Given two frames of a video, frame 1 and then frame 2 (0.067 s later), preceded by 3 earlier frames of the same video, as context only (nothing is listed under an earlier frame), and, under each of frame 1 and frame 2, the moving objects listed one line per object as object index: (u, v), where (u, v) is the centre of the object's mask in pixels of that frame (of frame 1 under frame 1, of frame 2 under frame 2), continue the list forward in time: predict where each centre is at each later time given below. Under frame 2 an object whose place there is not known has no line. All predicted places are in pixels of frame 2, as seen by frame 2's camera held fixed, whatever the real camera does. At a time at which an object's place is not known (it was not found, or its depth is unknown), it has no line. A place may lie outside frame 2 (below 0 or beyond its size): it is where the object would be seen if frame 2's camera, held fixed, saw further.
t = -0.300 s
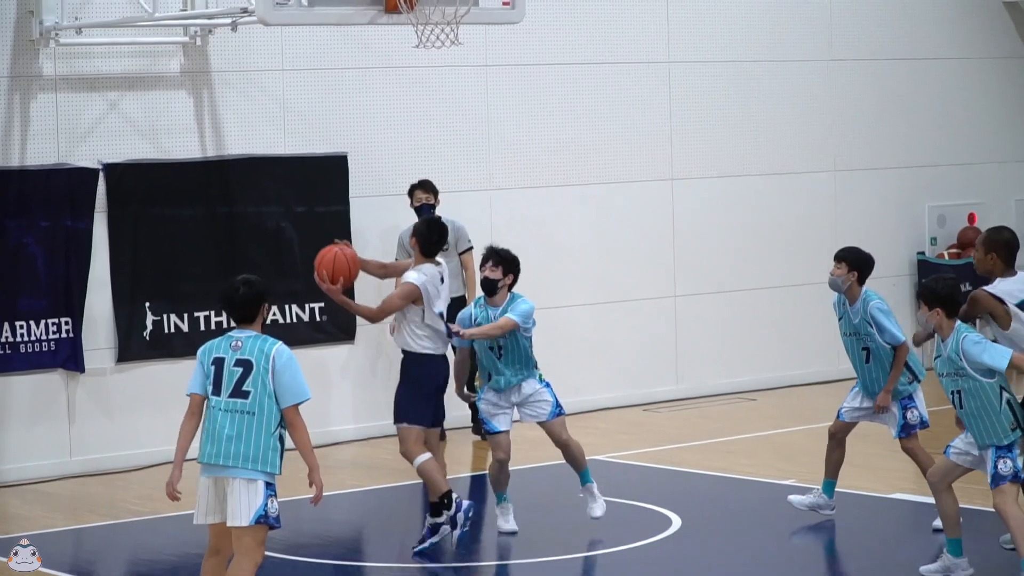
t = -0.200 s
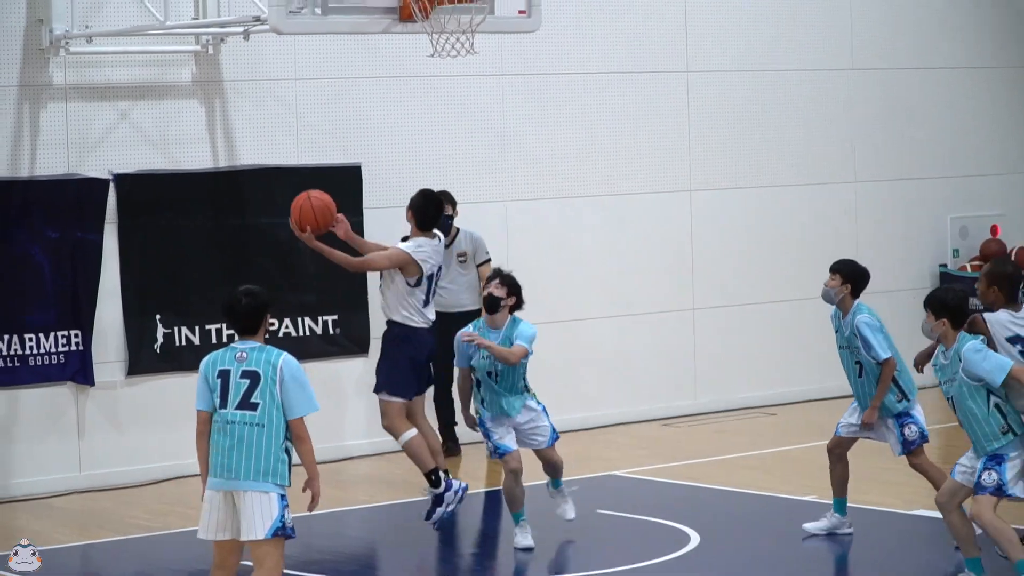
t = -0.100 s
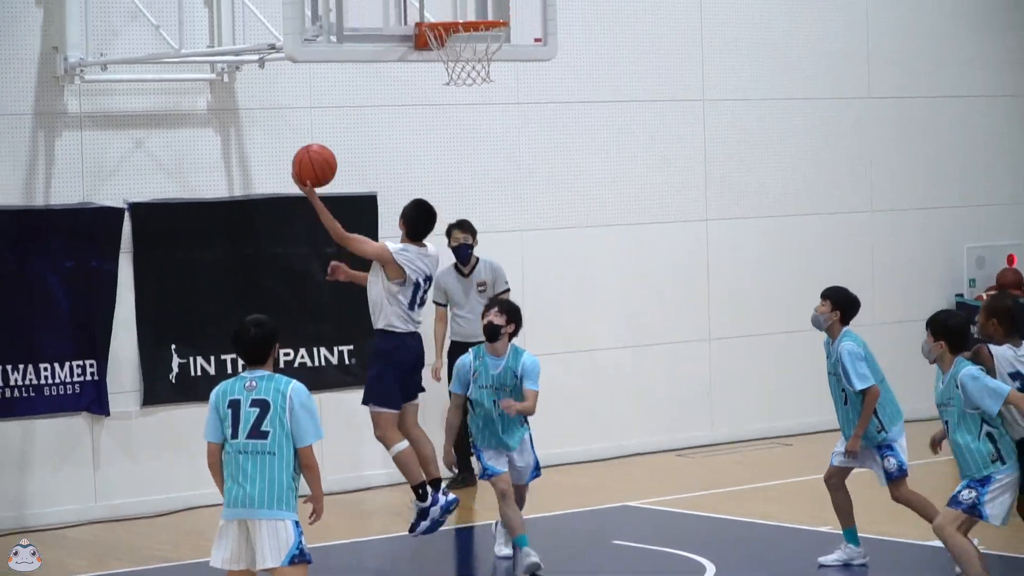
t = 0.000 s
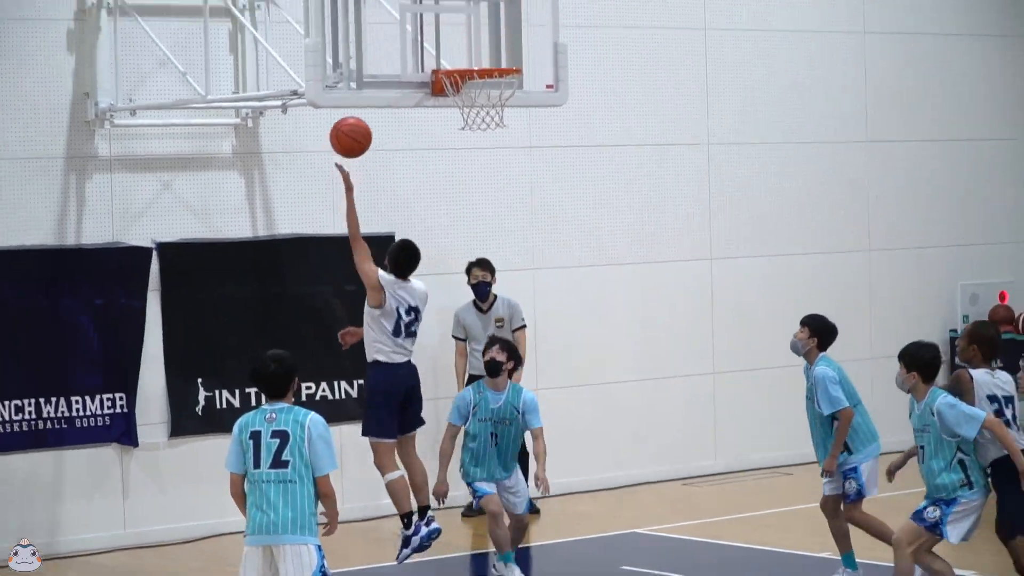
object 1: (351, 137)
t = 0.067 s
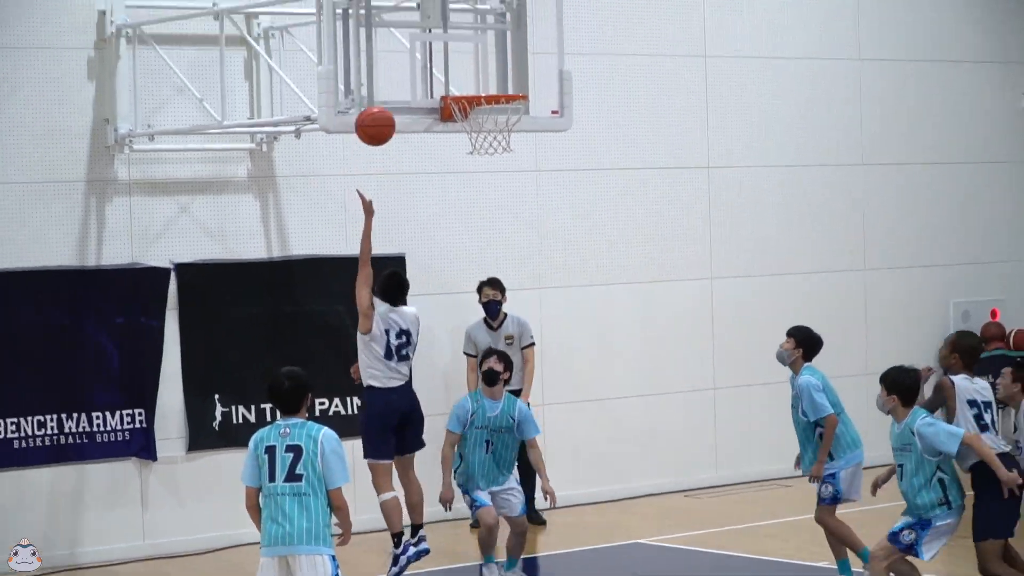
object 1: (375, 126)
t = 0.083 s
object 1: (378, 118)
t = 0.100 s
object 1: (380, 111)
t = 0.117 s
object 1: (383, 105)
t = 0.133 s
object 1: (386, 98)
